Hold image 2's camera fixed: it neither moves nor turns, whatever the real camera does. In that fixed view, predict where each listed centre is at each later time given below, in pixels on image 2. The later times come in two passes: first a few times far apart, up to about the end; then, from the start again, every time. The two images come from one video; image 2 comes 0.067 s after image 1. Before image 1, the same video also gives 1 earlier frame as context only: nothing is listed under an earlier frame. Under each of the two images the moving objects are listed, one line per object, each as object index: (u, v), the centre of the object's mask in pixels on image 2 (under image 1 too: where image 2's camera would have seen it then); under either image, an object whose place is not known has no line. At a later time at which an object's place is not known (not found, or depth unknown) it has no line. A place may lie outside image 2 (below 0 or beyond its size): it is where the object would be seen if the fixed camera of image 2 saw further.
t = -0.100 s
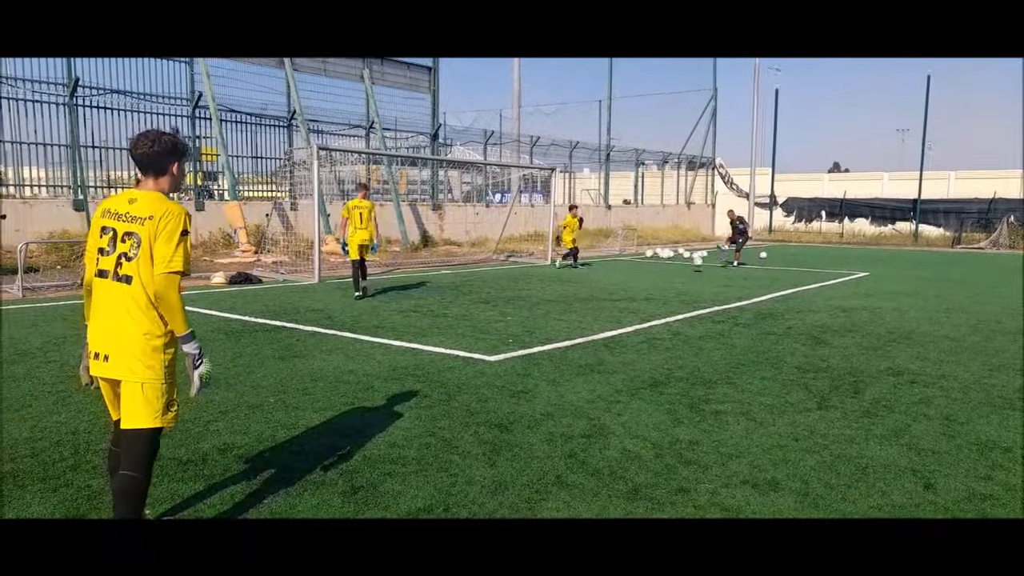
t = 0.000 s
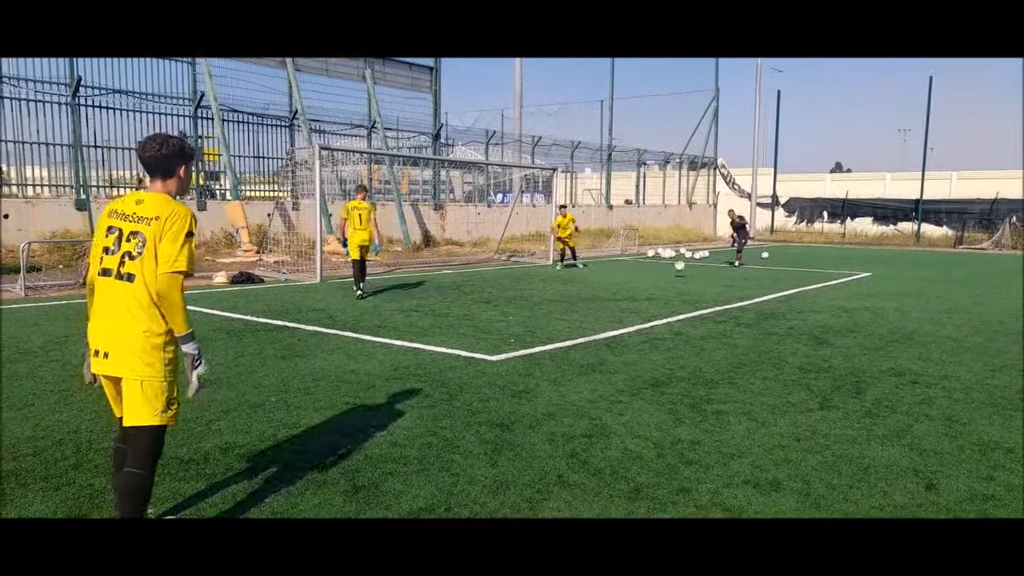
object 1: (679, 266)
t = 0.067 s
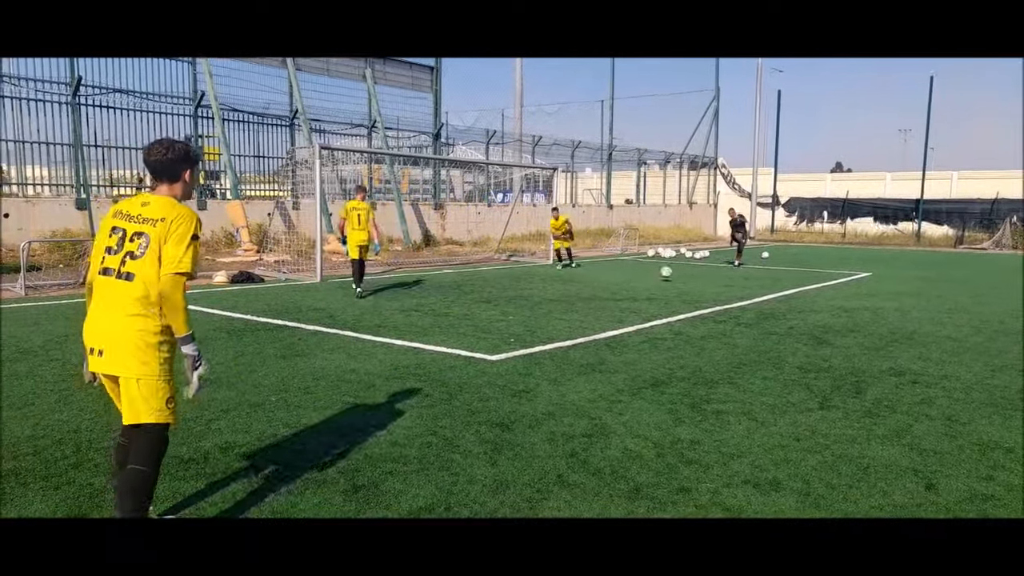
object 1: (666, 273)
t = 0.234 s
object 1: (631, 284)
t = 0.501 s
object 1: (569, 306)
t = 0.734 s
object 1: (498, 334)
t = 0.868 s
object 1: (446, 358)
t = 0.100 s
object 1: (658, 277)
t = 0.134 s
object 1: (651, 281)
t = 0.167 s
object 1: (645, 283)
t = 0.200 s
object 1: (638, 283)
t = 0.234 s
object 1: (631, 284)
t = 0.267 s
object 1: (623, 286)
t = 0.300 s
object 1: (616, 289)
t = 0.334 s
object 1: (609, 293)
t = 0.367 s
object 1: (600, 298)
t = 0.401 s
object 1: (592, 302)
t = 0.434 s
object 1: (586, 302)
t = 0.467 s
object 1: (577, 304)
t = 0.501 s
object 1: (569, 306)
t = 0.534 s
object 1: (560, 308)
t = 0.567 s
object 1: (551, 312)
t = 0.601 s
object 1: (541, 318)
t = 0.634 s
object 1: (528, 325)
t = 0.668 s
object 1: (520, 331)
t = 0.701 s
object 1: (510, 332)
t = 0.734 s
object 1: (498, 334)
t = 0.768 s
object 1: (487, 338)
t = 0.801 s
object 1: (474, 343)
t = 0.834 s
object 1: (460, 350)
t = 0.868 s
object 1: (446, 358)
